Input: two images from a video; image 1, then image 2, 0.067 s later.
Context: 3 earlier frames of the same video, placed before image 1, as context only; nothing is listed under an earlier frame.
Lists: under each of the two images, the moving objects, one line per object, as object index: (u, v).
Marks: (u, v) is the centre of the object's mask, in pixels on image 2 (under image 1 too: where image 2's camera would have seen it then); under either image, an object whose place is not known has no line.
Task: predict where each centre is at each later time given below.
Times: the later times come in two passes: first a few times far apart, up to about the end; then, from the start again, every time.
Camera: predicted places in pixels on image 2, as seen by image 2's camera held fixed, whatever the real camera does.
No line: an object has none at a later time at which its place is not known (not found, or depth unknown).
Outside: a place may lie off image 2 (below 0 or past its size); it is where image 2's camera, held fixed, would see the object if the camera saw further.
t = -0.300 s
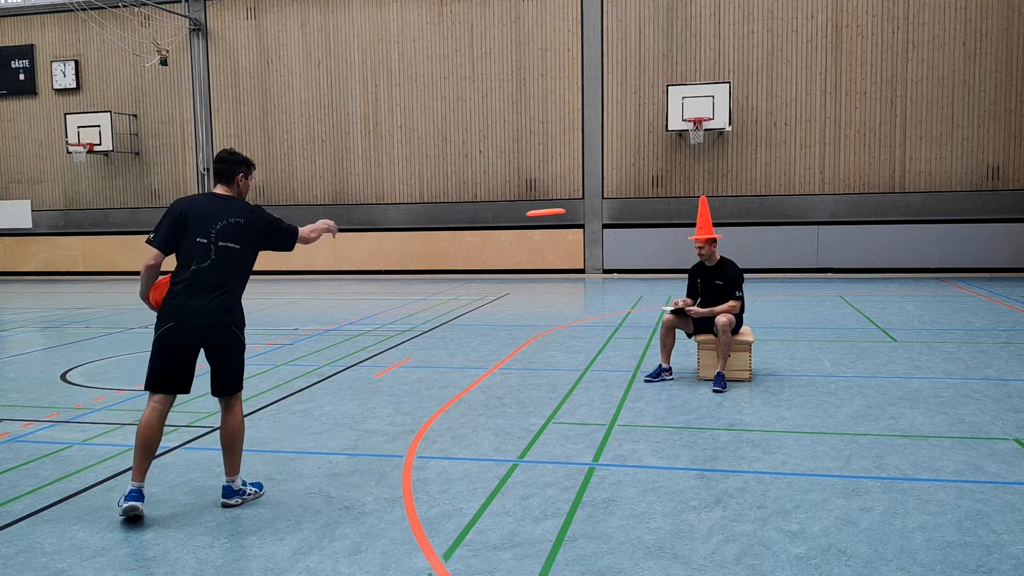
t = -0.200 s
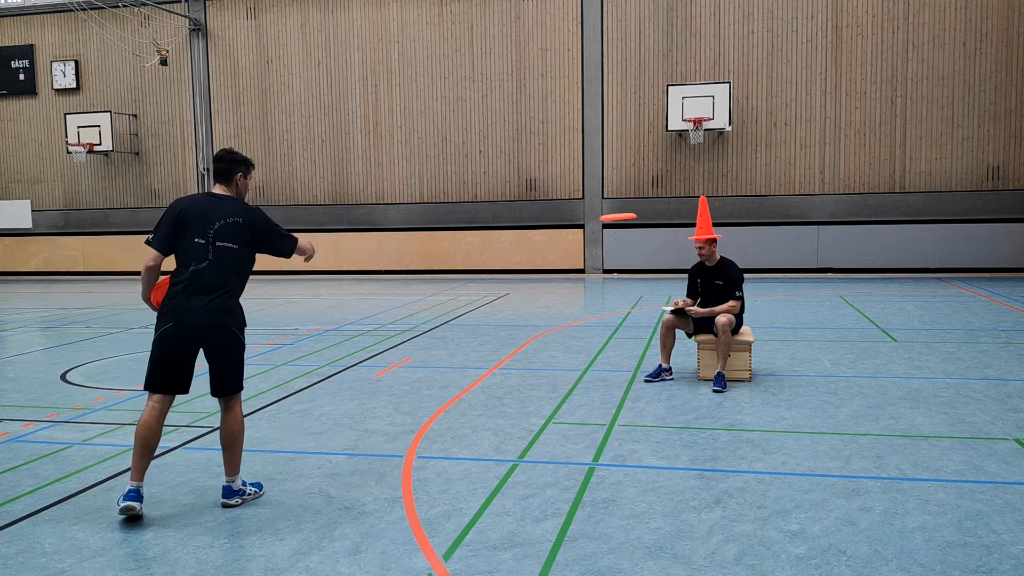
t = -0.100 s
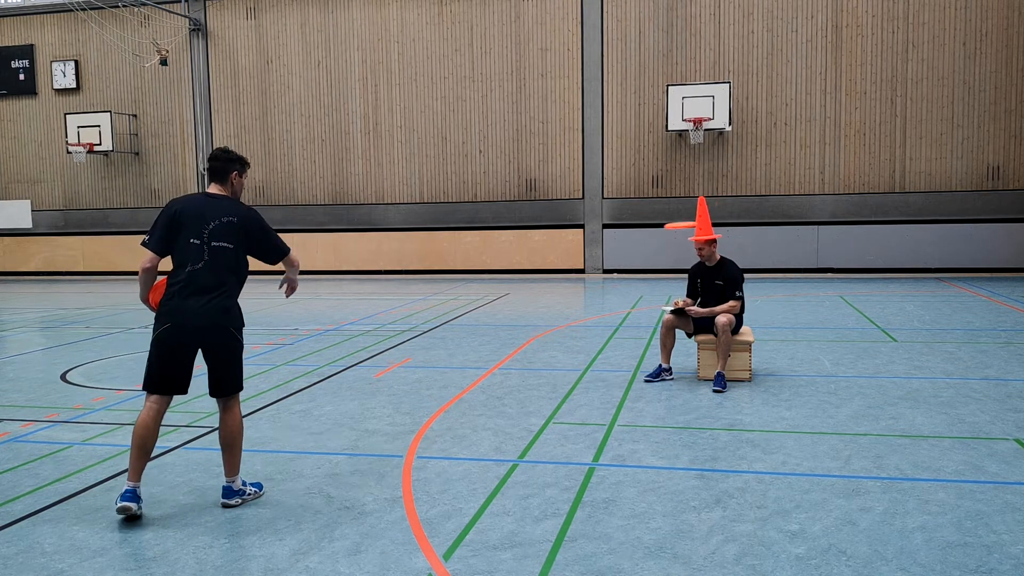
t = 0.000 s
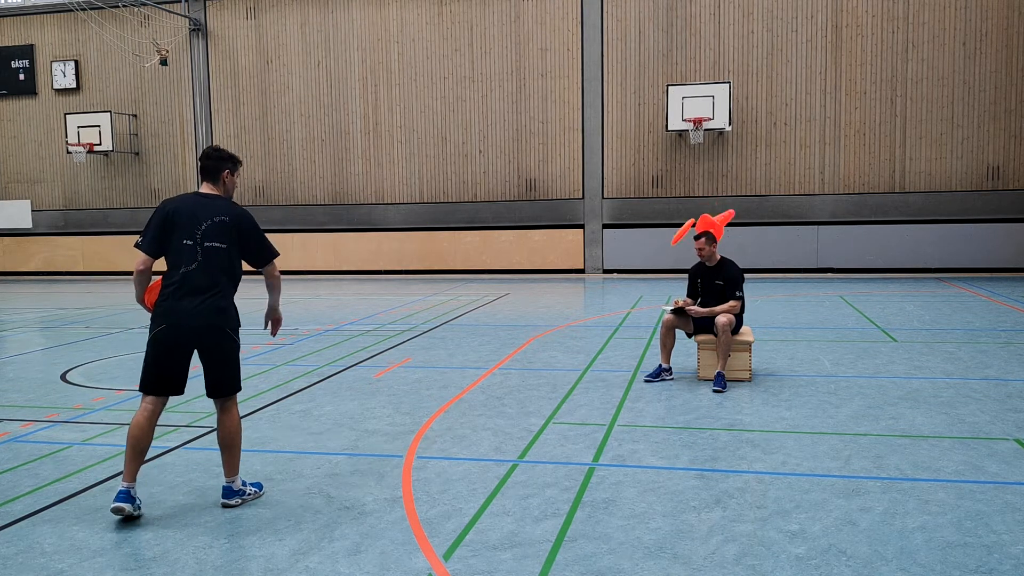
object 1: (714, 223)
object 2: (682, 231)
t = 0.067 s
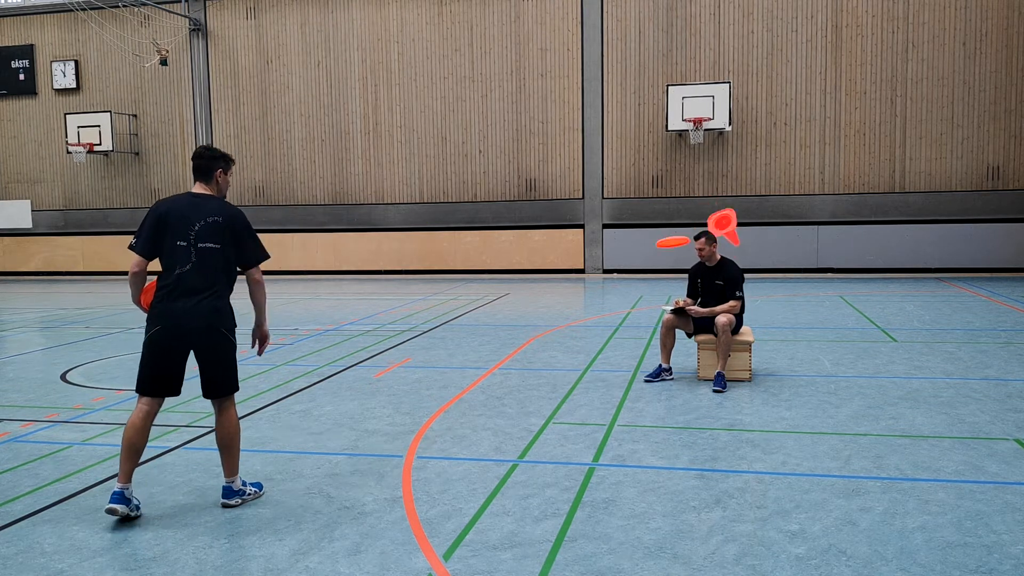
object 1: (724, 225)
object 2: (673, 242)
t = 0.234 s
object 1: (754, 260)
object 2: (648, 289)
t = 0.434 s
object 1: (769, 331)
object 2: (609, 376)
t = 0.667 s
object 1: (803, 334)
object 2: (560, 396)
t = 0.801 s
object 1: (821, 343)
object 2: (536, 398)
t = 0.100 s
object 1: (731, 230)
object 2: (668, 249)
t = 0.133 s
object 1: (736, 237)
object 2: (664, 257)
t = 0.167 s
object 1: (742, 243)
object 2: (659, 266)
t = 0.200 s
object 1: (749, 249)
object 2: (654, 277)
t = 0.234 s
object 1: (754, 260)
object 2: (648, 289)
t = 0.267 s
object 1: (756, 271)
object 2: (643, 302)
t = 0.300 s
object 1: (759, 281)
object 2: (637, 315)
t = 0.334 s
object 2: (631, 328)
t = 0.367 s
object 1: (766, 303)
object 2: (624, 344)
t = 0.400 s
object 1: (767, 318)
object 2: (617, 360)
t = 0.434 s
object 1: (769, 331)
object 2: (609, 376)
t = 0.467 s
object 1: (771, 343)
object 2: (602, 390)
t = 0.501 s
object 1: (775, 349)
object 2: (594, 393)
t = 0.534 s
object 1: (781, 344)
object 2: (586, 391)
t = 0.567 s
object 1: (786, 339)
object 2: (580, 390)
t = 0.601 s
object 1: (792, 336)
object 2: (573, 391)
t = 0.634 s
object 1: (797, 335)
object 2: (567, 395)
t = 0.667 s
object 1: (803, 334)
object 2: (560, 396)
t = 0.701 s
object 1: (808, 335)
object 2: (553, 397)
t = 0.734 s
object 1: (813, 337)
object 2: (547, 397)
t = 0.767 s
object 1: (817, 340)
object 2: (541, 398)
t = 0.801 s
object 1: (821, 343)
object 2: (536, 398)
